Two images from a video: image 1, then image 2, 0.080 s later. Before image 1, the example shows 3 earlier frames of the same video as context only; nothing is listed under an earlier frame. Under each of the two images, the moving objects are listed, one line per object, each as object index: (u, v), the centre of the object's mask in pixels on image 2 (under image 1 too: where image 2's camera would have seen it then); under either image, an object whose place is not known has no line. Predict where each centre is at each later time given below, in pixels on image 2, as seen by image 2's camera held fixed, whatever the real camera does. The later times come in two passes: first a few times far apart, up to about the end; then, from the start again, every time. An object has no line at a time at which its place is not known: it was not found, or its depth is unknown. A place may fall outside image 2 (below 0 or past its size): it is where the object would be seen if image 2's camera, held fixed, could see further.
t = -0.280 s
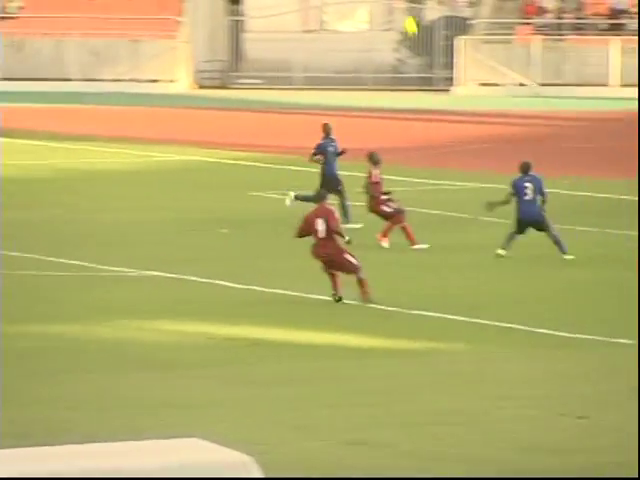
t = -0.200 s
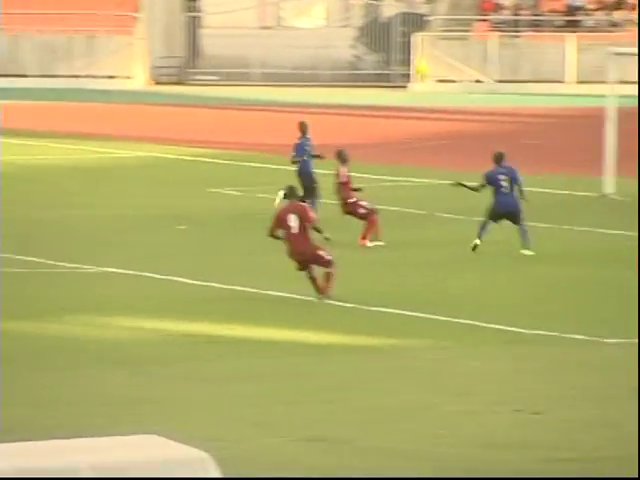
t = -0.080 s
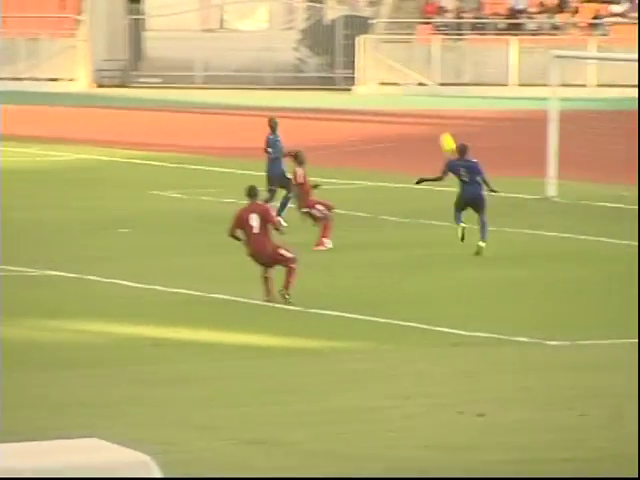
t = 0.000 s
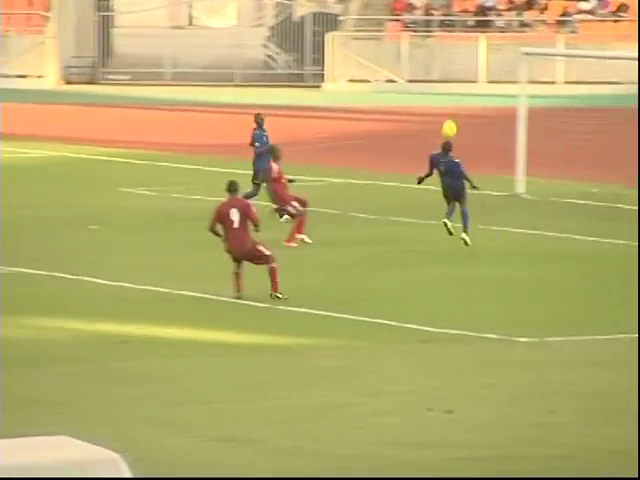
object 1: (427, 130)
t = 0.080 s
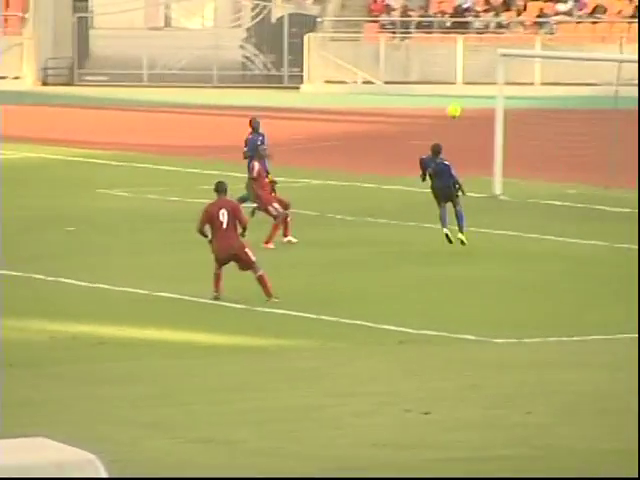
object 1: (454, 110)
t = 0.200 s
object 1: (491, 88)
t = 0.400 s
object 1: (556, 75)
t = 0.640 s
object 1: (629, 91)
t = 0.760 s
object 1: (663, 113)
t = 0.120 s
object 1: (466, 101)
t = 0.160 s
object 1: (480, 94)
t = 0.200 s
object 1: (491, 88)
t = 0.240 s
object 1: (506, 83)
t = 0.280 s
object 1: (518, 78)
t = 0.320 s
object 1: (530, 77)
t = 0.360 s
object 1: (543, 75)
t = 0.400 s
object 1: (556, 75)
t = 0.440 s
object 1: (568, 75)
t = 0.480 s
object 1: (581, 77)
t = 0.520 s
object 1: (594, 78)
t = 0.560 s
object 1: (604, 82)
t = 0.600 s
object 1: (616, 86)
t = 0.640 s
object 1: (629, 91)
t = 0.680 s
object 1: (640, 98)
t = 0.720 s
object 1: (651, 105)
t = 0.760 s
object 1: (663, 113)
